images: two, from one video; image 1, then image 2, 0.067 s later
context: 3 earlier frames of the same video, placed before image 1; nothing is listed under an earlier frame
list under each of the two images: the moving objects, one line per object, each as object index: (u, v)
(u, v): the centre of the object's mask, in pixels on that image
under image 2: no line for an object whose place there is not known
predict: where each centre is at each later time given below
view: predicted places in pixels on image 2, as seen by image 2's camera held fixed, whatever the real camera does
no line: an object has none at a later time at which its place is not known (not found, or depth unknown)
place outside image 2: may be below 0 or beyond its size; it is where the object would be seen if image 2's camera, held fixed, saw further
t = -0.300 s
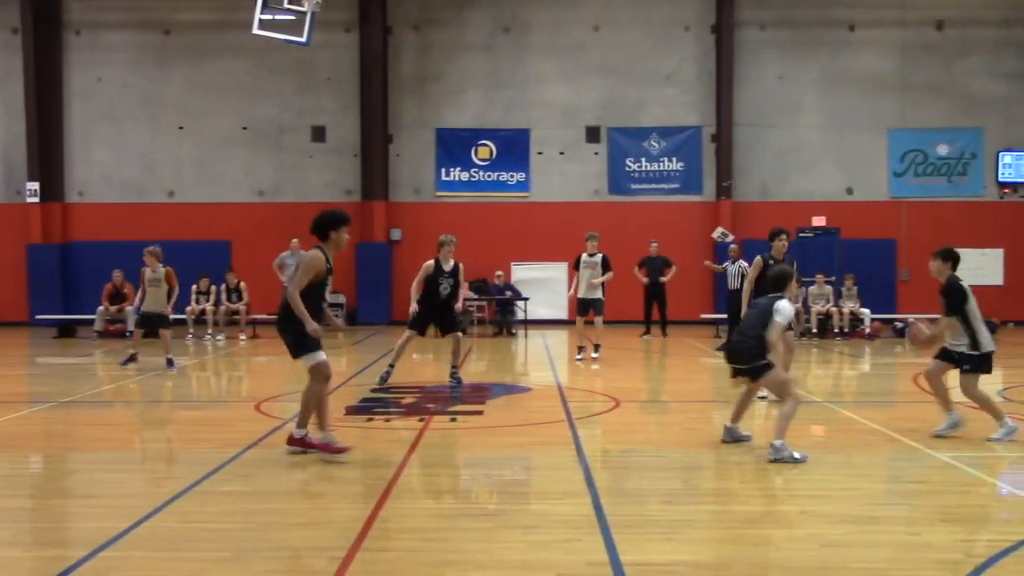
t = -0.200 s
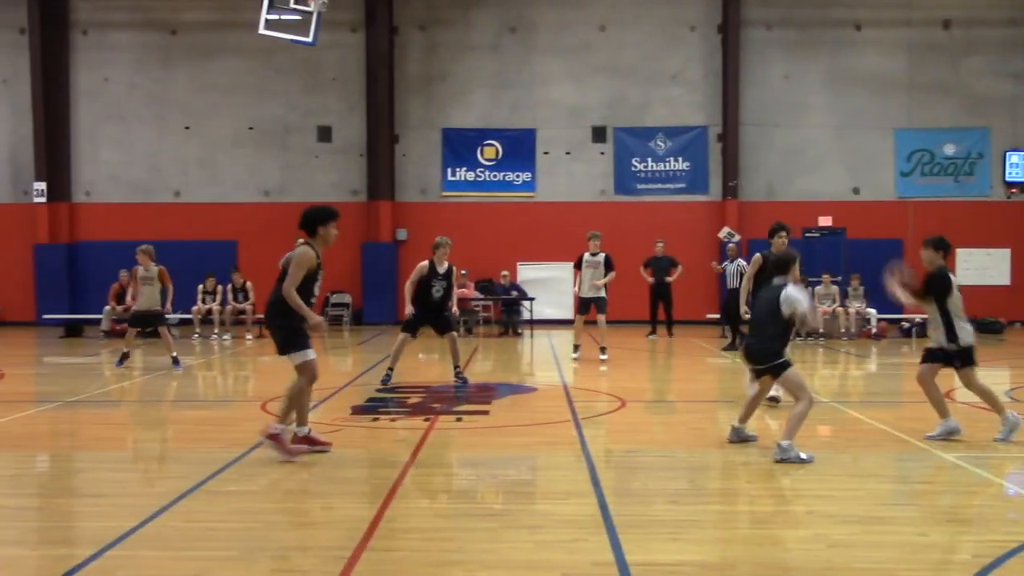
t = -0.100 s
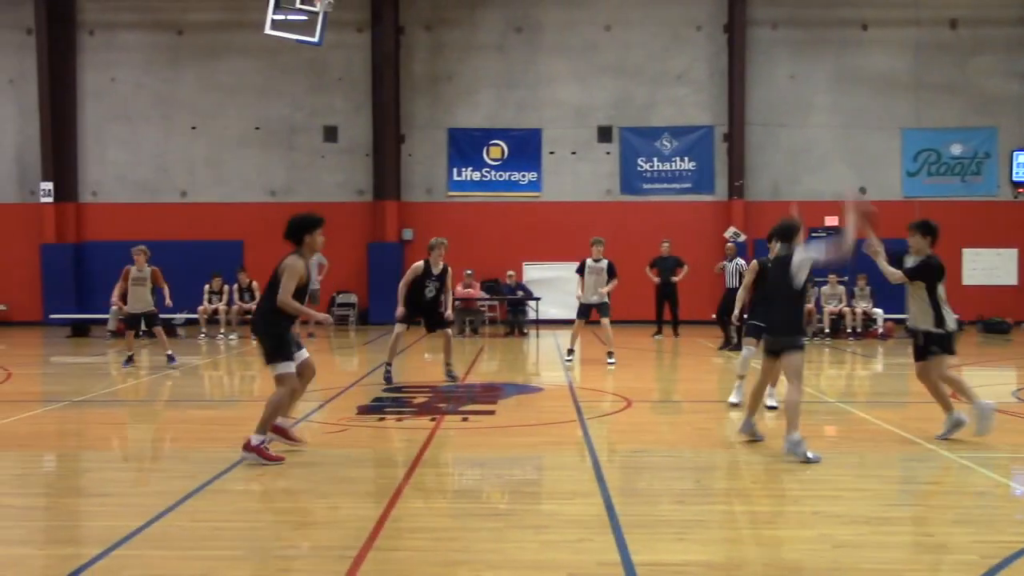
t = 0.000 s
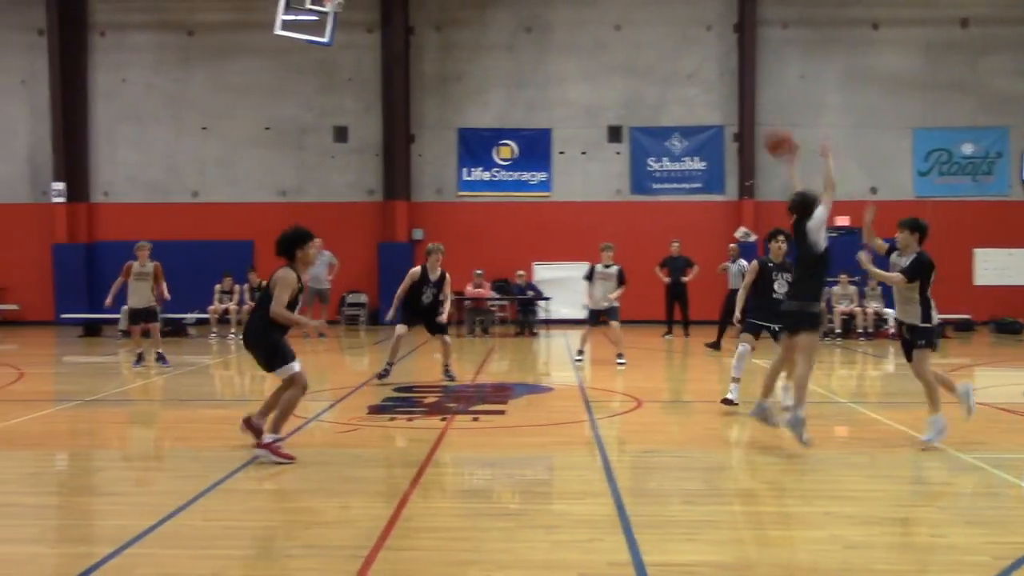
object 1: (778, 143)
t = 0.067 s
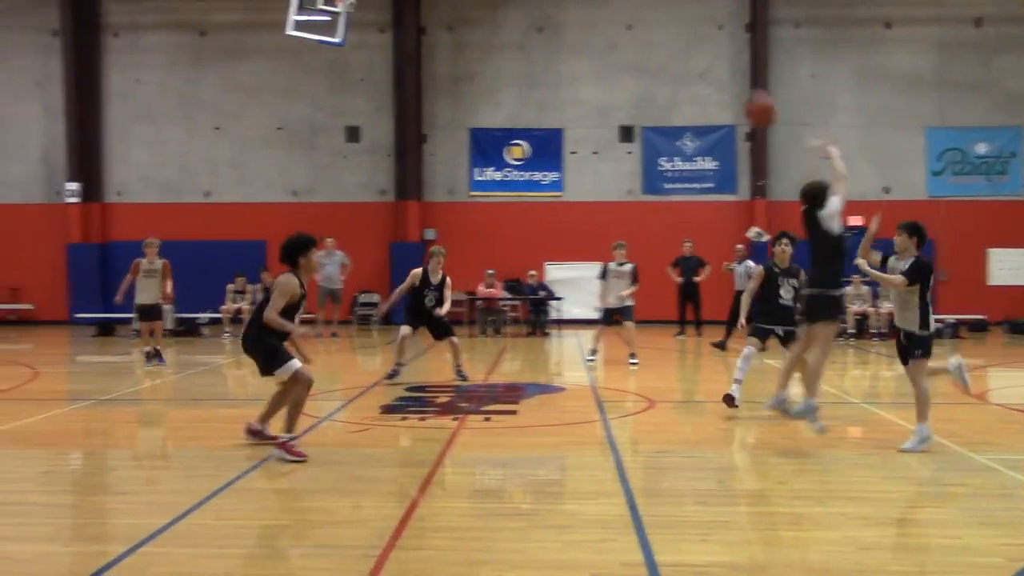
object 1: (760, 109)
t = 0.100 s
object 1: (746, 95)
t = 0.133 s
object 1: (729, 82)
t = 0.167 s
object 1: (715, 70)
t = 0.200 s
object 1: (701, 59)
